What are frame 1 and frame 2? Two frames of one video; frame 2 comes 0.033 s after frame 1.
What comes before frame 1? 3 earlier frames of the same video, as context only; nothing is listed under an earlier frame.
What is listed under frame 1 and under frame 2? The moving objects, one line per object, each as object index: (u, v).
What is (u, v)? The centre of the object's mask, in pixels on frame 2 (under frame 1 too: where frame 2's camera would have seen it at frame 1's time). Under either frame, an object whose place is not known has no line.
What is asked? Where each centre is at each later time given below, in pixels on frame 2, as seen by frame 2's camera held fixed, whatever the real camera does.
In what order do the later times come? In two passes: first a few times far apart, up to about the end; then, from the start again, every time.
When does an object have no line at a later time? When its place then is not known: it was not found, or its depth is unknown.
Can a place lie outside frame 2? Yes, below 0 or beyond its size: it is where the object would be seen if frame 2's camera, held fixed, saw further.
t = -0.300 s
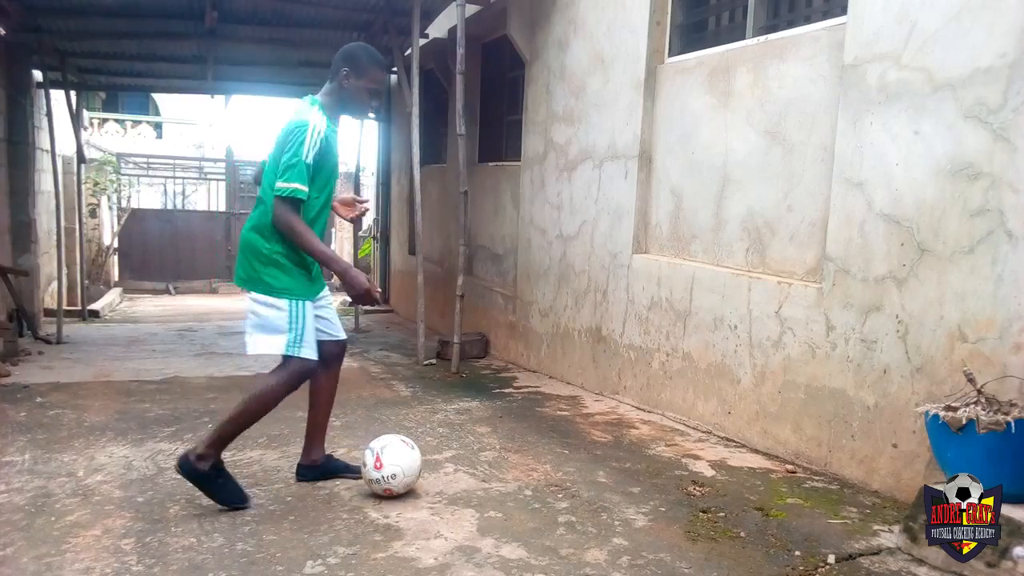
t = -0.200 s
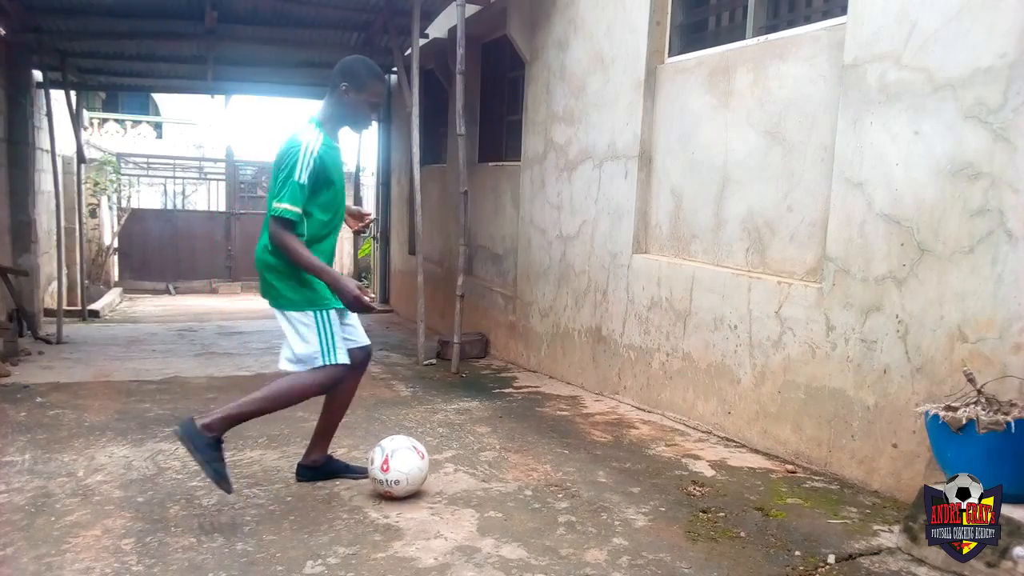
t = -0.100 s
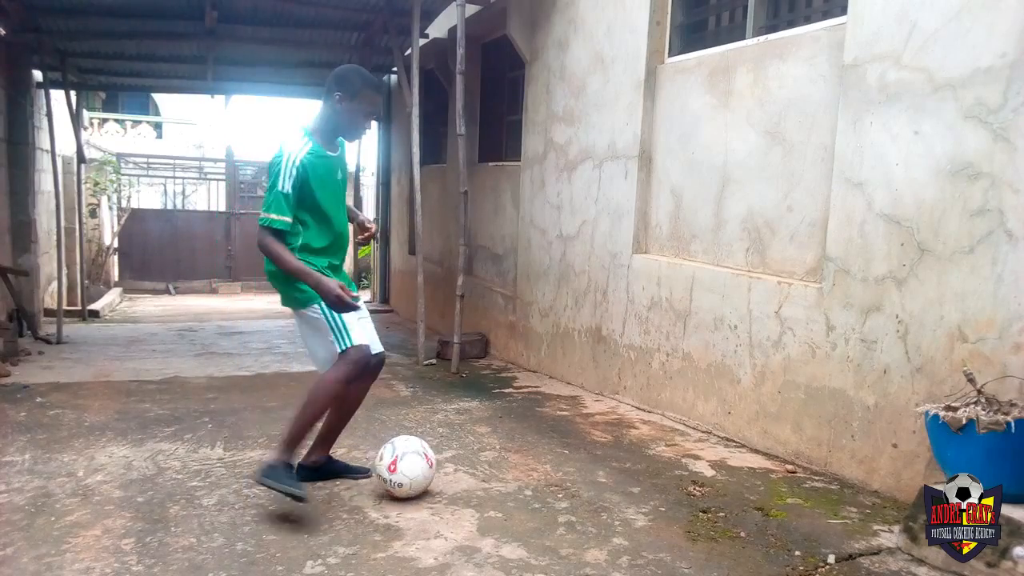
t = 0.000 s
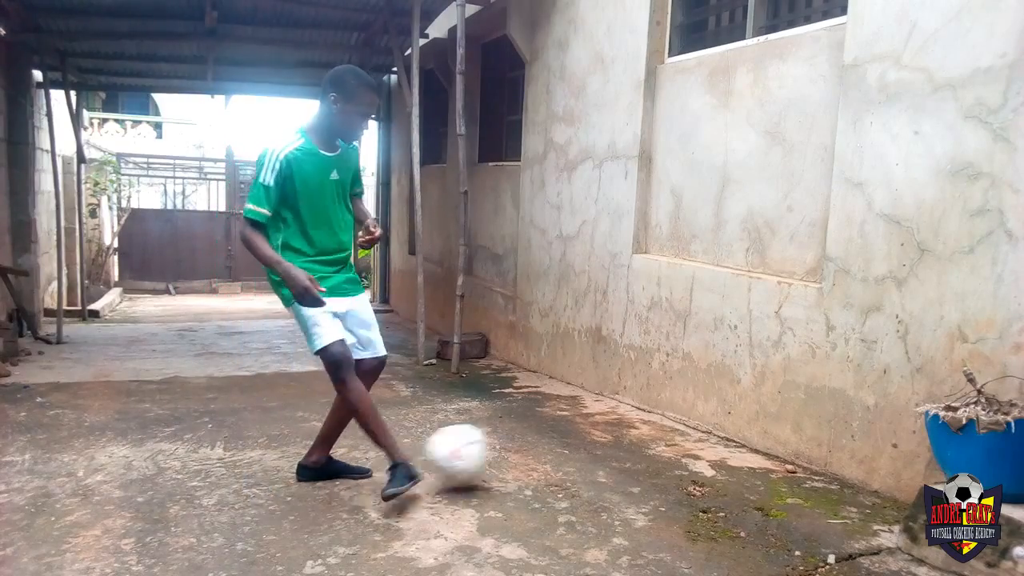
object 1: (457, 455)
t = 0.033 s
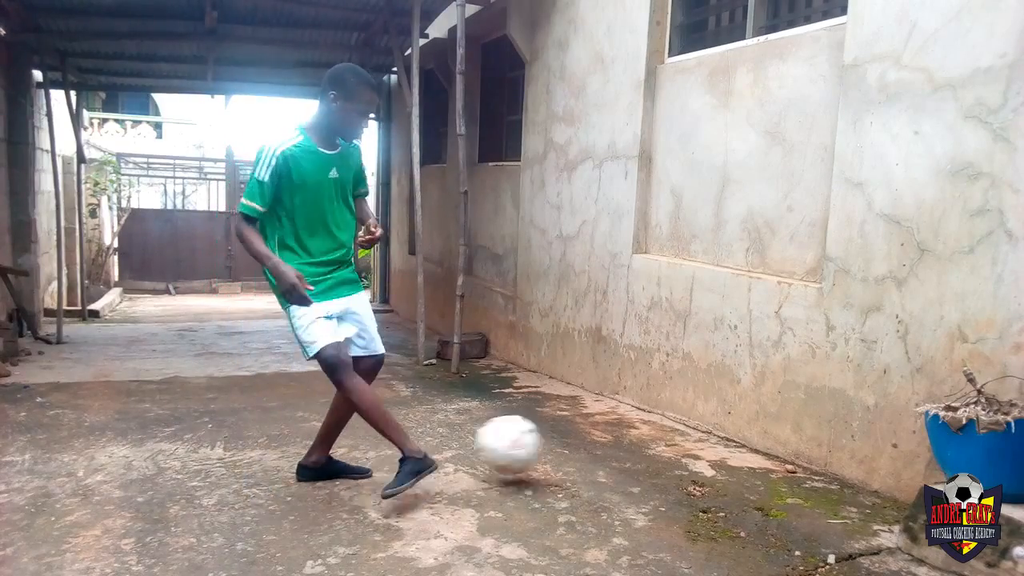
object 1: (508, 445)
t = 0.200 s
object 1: (719, 430)
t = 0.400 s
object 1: (626, 445)
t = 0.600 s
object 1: (521, 451)
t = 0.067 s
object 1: (557, 439)
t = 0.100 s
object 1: (602, 434)
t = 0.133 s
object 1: (645, 433)
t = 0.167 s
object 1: (688, 435)
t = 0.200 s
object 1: (719, 430)
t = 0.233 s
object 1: (745, 427)
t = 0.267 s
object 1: (722, 424)
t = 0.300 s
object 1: (700, 425)
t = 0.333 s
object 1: (677, 430)
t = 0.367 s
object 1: (651, 437)
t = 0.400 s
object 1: (626, 445)
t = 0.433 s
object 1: (610, 442)
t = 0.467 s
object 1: (592, 443)
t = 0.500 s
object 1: (573, 445)
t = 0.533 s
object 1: (554, 451)
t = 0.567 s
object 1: (536, 454)
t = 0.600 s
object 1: (521, 451)
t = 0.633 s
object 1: (505, 448)
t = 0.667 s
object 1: (490, 450)
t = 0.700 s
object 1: (475, 455)
